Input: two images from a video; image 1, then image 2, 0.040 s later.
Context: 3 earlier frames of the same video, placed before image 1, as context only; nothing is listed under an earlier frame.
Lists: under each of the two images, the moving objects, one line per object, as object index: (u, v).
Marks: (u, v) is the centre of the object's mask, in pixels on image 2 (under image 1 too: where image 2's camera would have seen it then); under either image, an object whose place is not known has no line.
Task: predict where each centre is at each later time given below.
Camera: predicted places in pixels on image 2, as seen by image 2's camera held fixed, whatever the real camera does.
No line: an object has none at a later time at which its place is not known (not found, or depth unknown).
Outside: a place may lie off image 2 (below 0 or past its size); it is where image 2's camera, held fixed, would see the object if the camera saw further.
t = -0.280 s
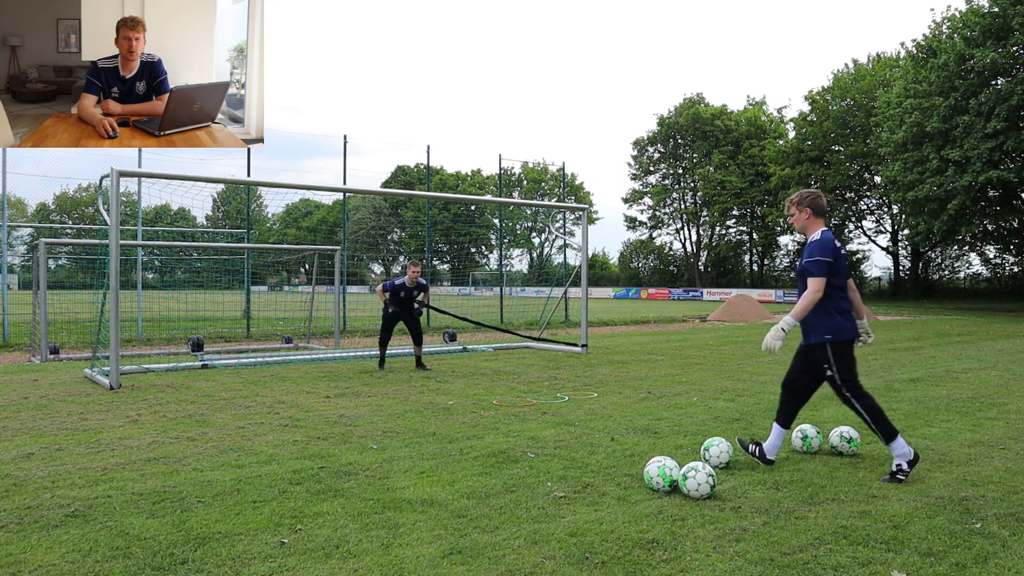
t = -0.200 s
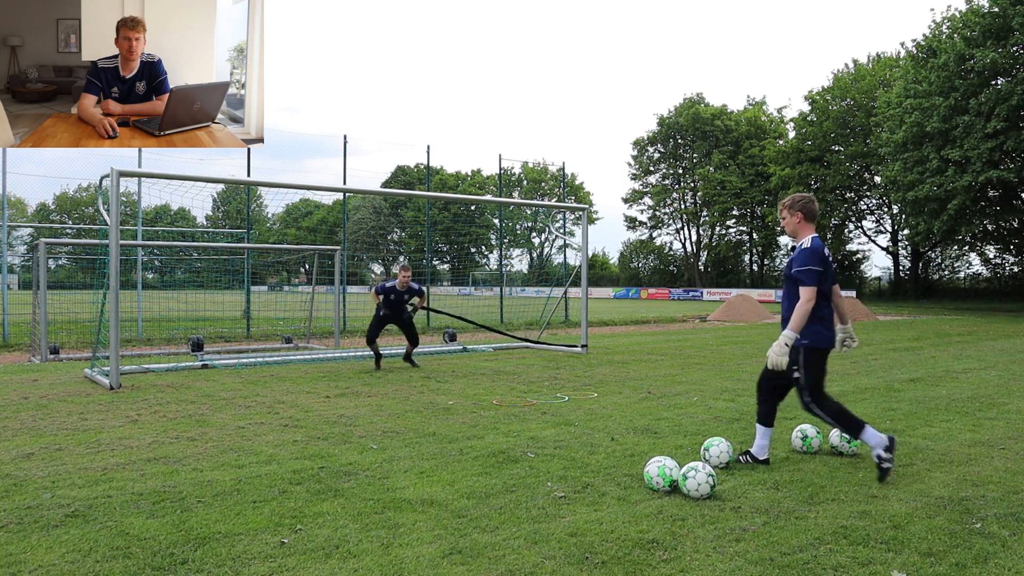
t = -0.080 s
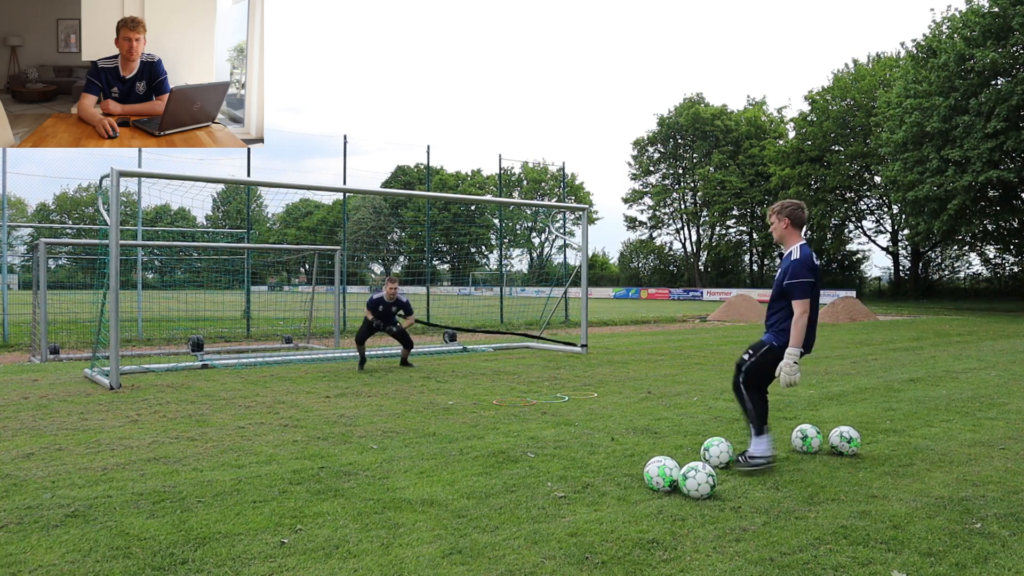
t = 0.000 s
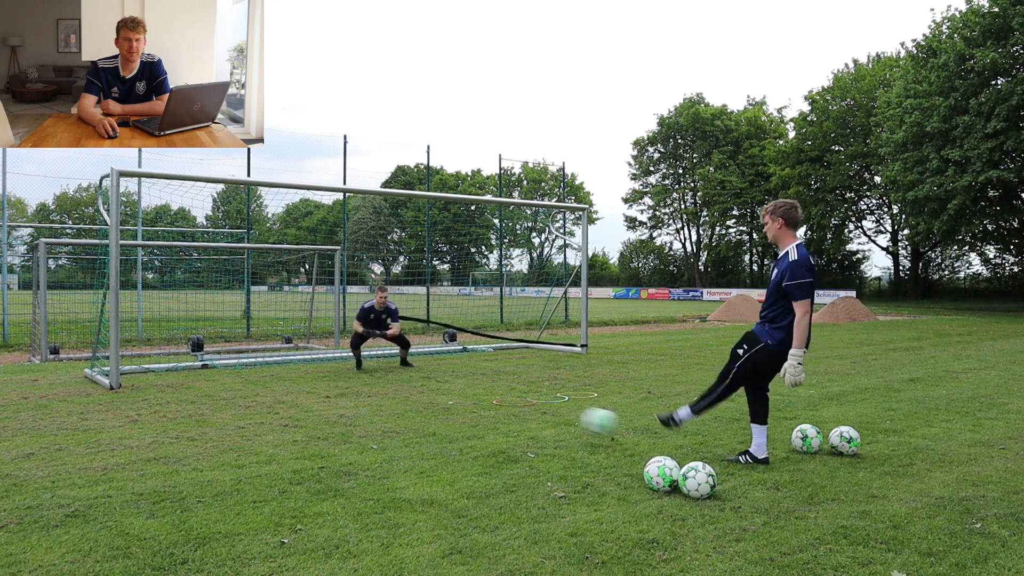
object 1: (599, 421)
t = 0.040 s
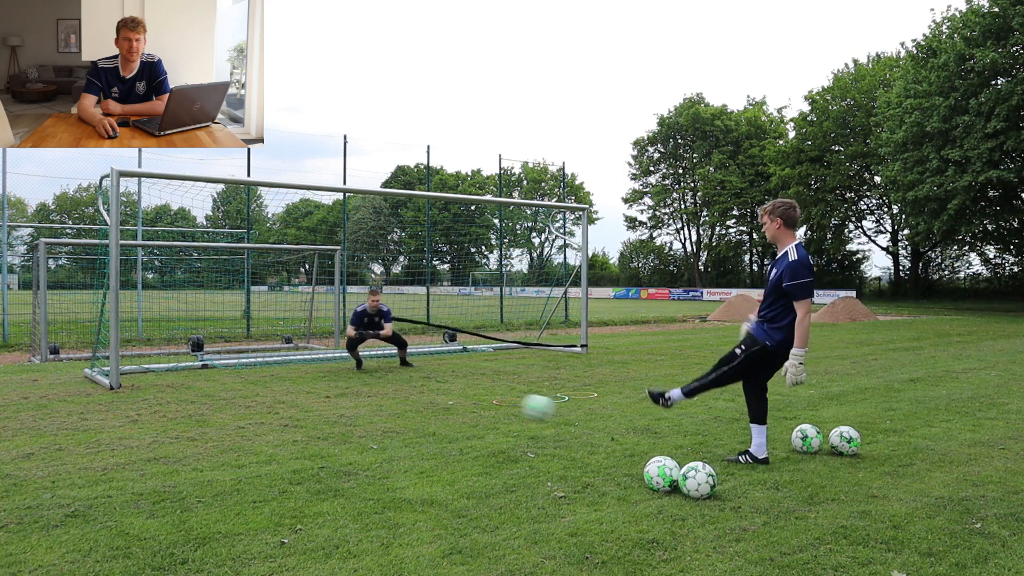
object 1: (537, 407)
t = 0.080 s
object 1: (484, 396)
